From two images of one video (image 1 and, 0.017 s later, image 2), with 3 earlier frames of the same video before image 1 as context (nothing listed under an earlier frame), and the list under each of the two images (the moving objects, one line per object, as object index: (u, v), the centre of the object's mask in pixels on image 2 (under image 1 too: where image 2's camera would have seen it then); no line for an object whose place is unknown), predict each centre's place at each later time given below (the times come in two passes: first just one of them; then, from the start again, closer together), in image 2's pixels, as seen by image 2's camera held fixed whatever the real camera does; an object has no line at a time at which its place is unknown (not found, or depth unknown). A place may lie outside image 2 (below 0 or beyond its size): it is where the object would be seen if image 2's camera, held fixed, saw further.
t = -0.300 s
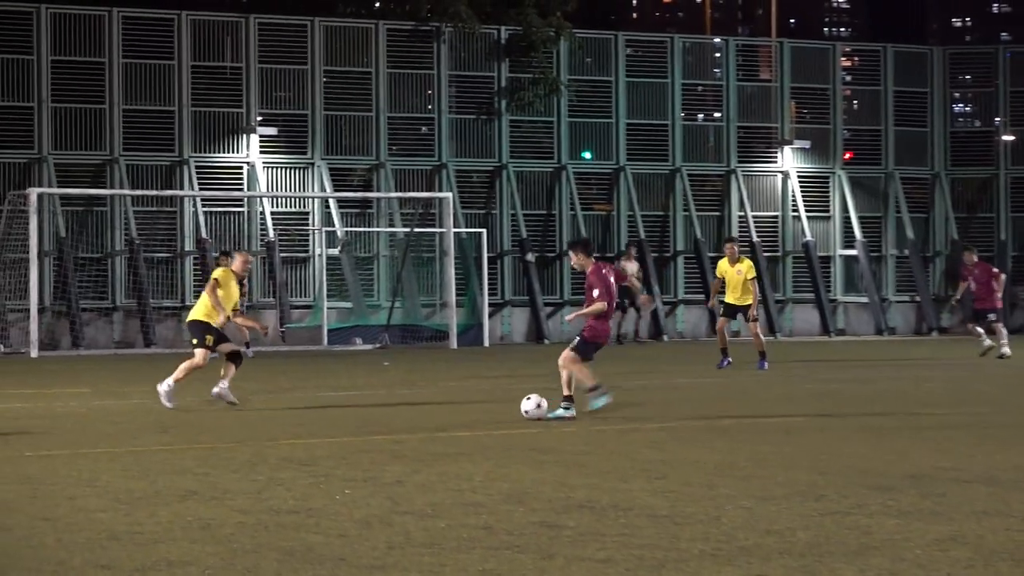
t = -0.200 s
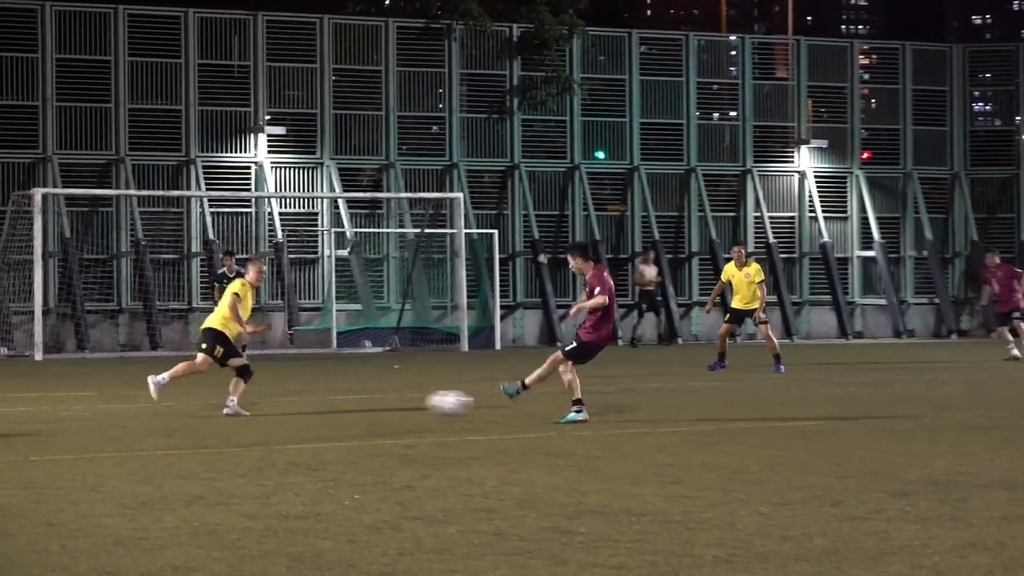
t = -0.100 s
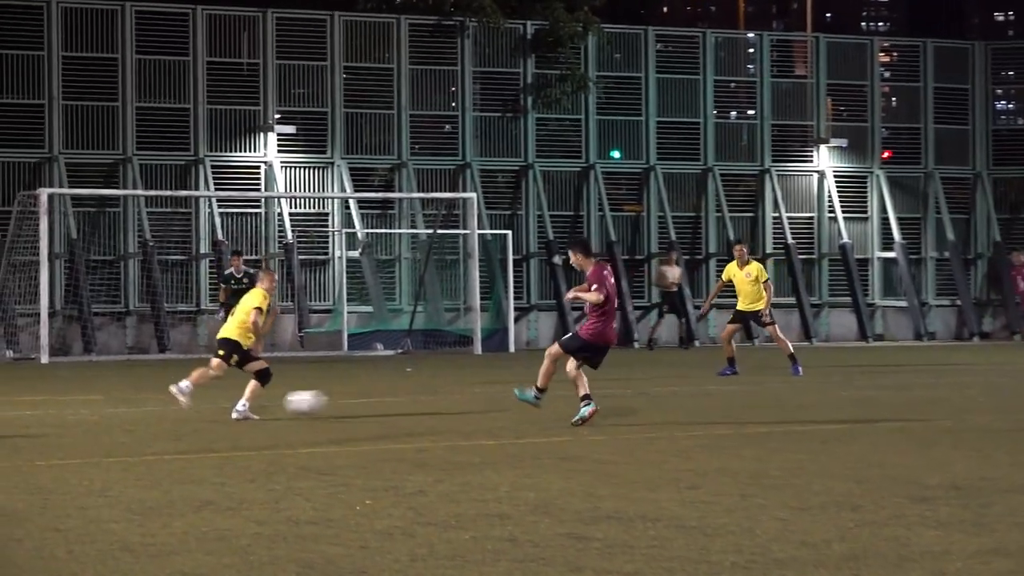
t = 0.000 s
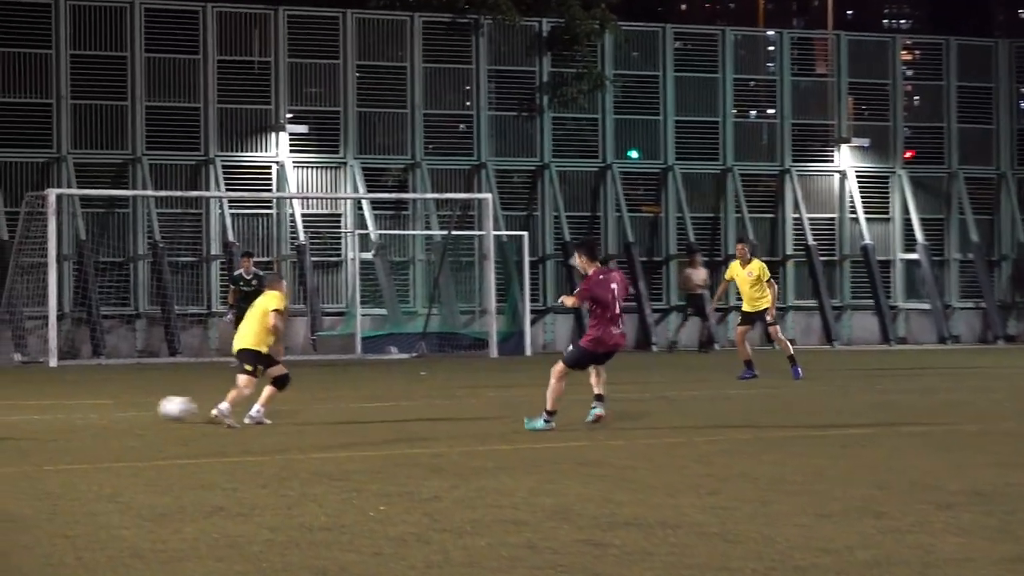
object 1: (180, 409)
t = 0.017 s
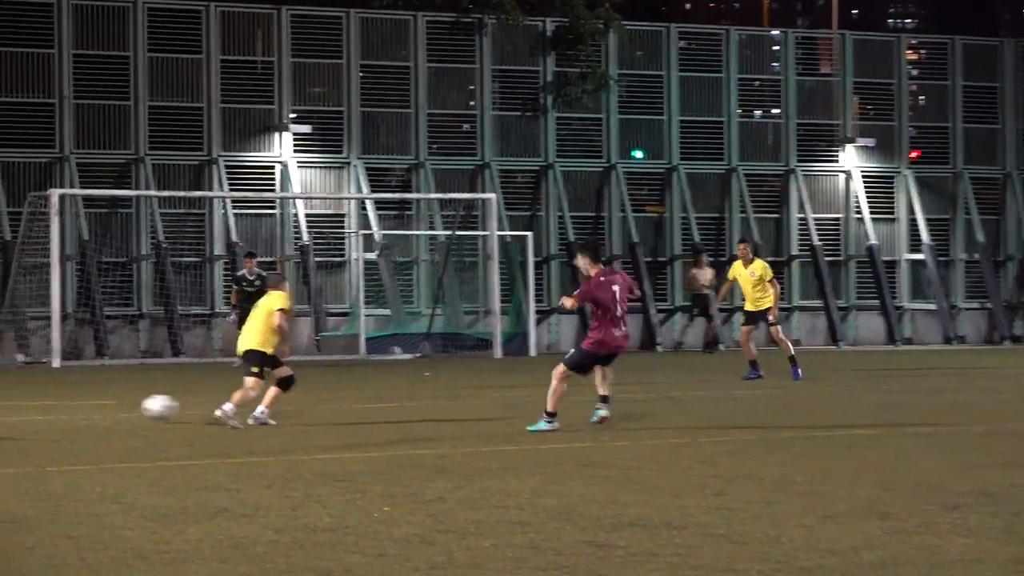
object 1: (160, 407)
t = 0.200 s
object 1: (-46, 401)
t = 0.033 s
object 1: (140, 405)
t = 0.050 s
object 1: (119, 404)
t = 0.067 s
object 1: (98, 403)
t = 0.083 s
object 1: (79, 402)
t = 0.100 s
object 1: (59, 402)
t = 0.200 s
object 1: (-46, 401)
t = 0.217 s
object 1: (-64, 400)
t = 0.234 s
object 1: (-81, 400)
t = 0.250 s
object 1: (-99, 400)
